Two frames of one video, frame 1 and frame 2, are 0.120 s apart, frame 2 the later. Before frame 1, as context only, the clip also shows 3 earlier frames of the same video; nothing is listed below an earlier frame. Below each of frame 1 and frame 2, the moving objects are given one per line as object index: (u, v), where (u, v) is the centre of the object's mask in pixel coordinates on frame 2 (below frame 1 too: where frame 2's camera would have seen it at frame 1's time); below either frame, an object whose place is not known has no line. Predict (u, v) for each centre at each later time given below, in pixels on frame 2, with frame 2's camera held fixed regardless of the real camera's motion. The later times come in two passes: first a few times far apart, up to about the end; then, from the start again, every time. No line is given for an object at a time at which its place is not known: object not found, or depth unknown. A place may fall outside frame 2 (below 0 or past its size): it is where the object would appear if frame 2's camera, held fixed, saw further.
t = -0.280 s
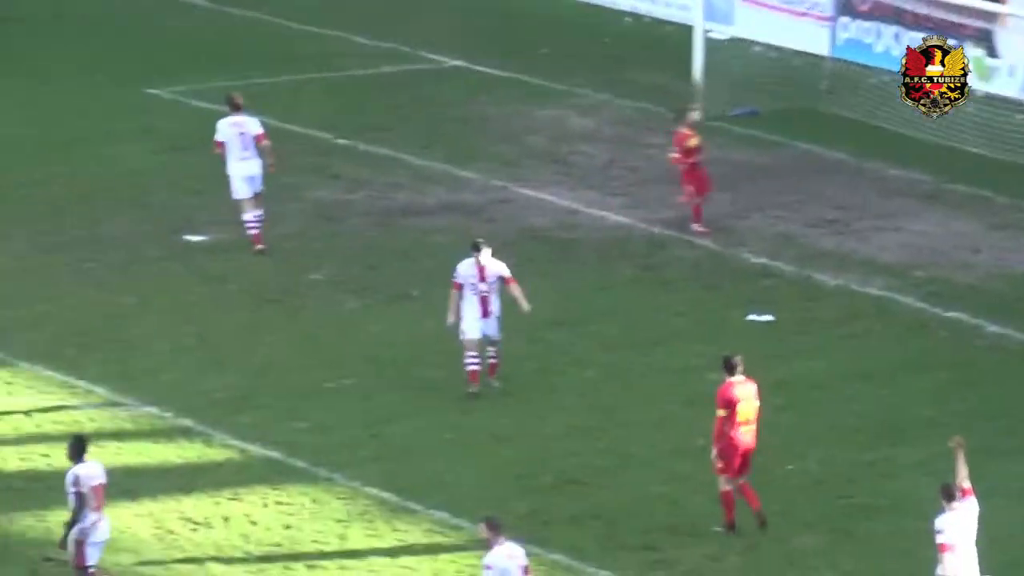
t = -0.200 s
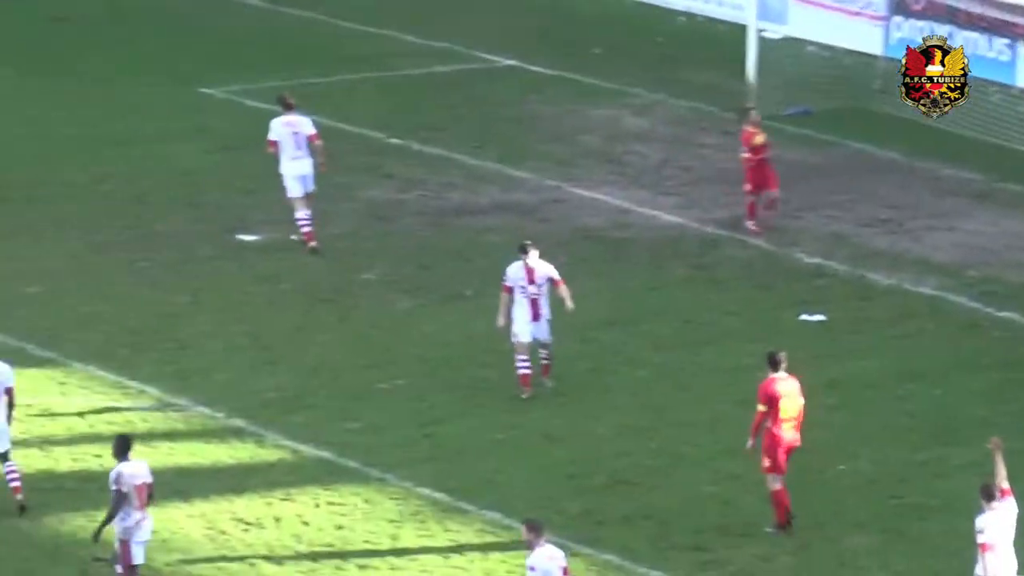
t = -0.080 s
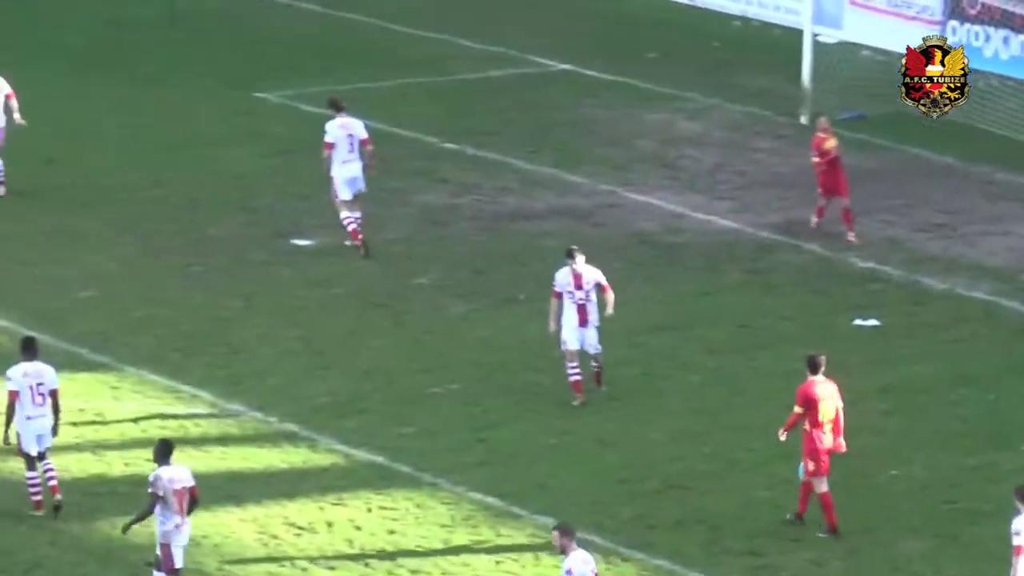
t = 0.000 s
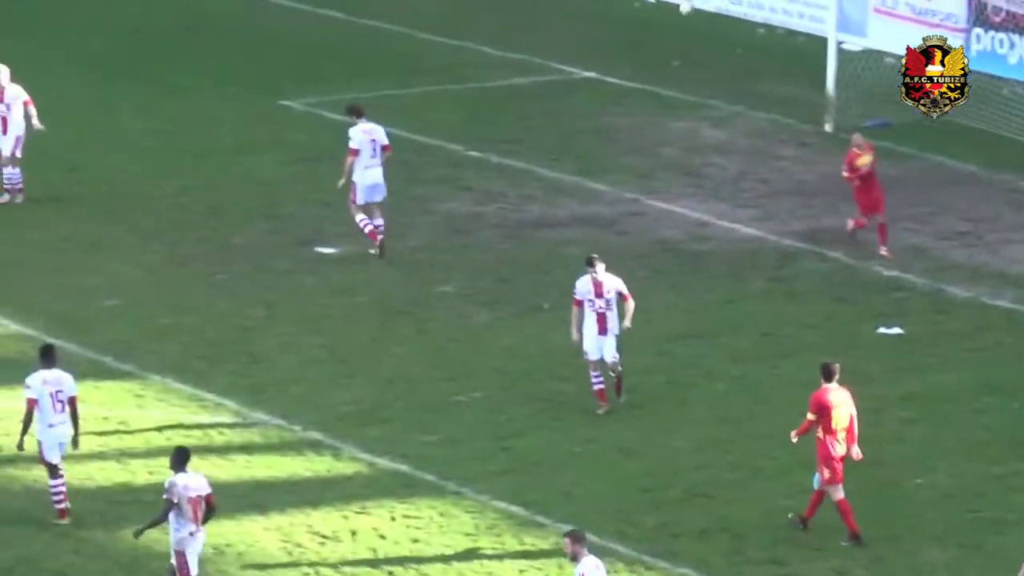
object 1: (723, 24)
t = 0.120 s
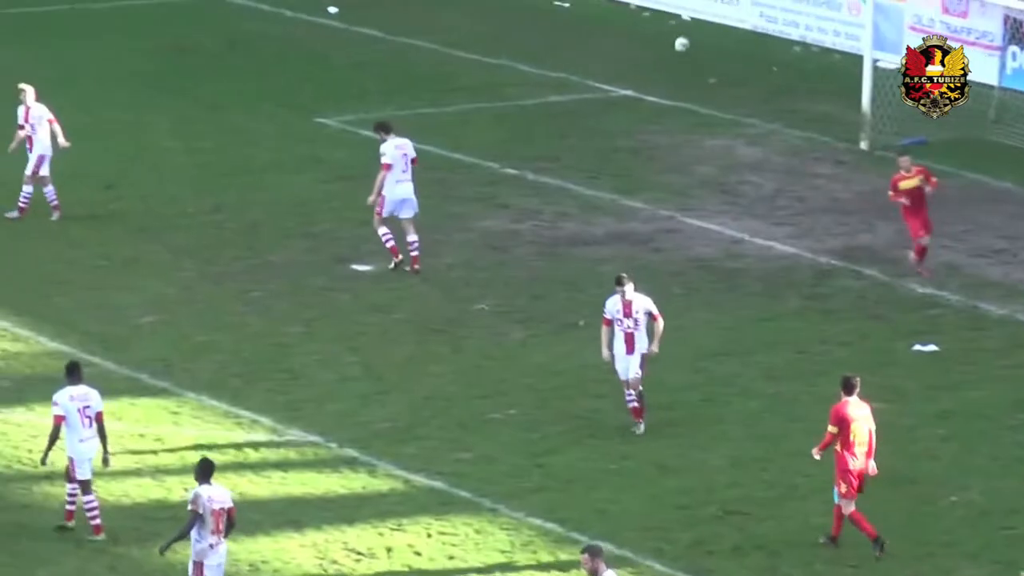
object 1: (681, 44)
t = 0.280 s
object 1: (628, 72)
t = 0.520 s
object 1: (550, 33)
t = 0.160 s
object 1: (668, 53)
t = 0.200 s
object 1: (655, 62)
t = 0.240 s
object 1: (641, 73)
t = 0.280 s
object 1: (628, 72)
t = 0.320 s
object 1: (615, 63)
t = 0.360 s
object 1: (602, 55)
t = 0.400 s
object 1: (589, 48)
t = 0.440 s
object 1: (576, 42)
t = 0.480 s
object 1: (563, 37)
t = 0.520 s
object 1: (550, 33)
